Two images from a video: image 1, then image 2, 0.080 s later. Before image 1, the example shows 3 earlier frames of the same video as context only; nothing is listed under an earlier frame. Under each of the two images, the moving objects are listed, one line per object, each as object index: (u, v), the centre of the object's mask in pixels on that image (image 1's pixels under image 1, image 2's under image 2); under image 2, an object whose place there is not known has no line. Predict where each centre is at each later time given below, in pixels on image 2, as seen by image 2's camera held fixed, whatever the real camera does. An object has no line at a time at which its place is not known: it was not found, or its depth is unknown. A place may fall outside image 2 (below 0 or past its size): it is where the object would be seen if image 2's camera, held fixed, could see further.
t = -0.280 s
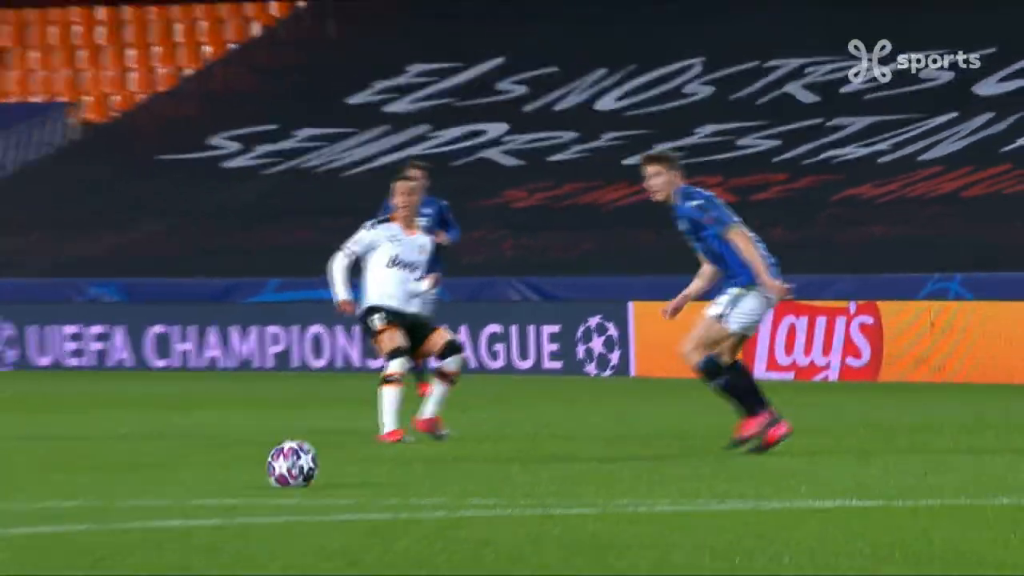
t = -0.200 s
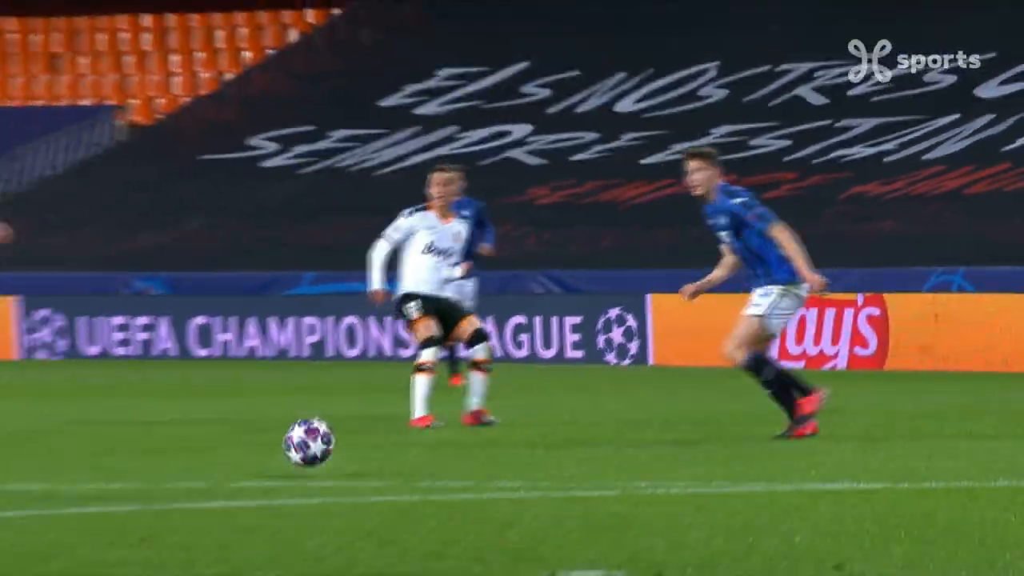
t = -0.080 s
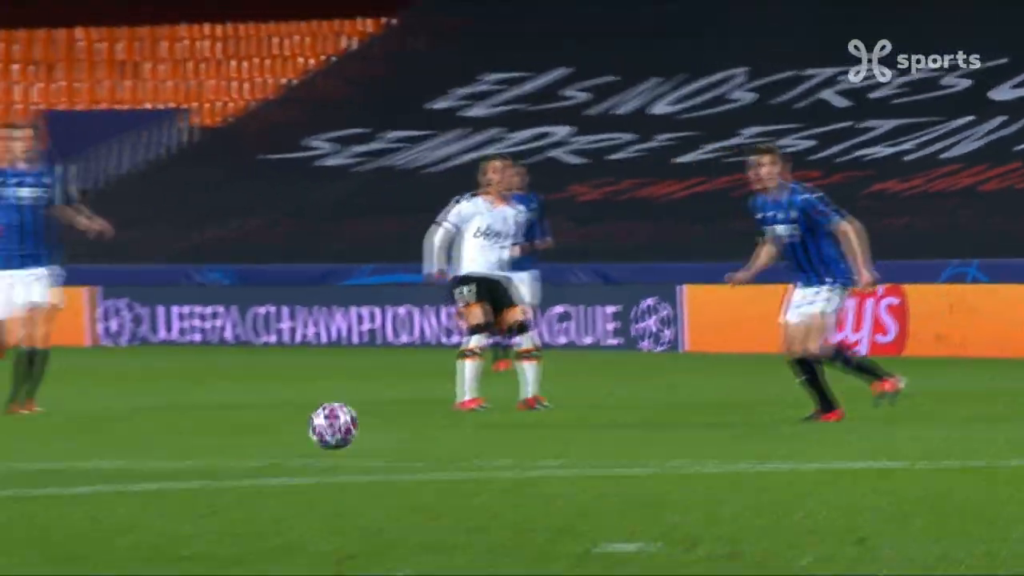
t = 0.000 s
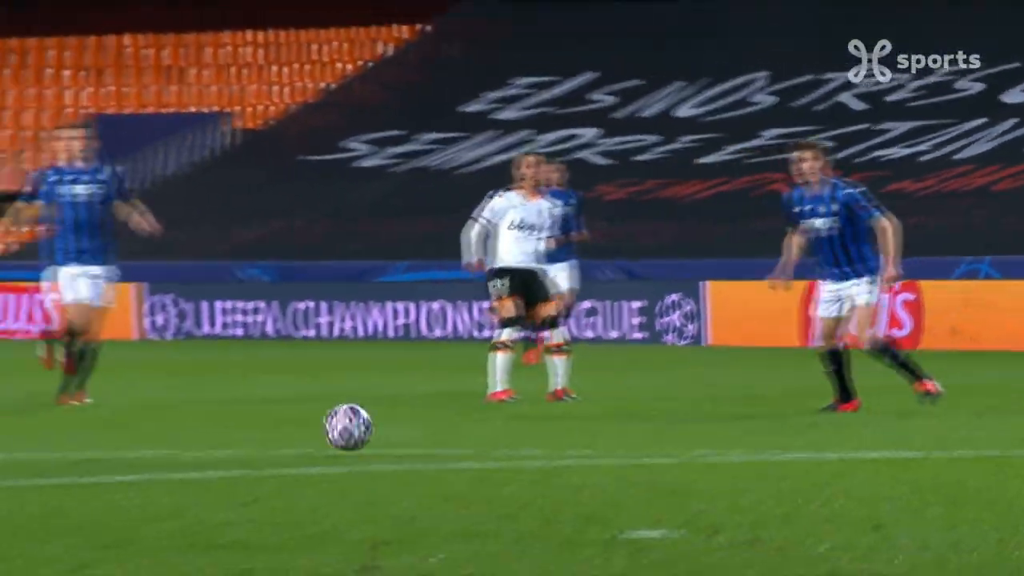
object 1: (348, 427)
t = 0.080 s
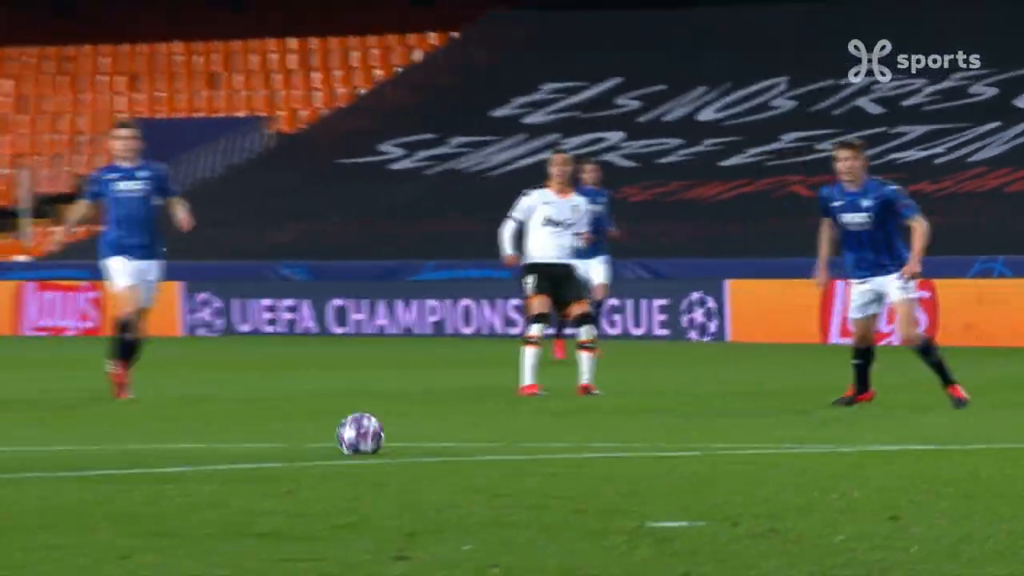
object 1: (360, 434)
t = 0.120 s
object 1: (350, 433)
